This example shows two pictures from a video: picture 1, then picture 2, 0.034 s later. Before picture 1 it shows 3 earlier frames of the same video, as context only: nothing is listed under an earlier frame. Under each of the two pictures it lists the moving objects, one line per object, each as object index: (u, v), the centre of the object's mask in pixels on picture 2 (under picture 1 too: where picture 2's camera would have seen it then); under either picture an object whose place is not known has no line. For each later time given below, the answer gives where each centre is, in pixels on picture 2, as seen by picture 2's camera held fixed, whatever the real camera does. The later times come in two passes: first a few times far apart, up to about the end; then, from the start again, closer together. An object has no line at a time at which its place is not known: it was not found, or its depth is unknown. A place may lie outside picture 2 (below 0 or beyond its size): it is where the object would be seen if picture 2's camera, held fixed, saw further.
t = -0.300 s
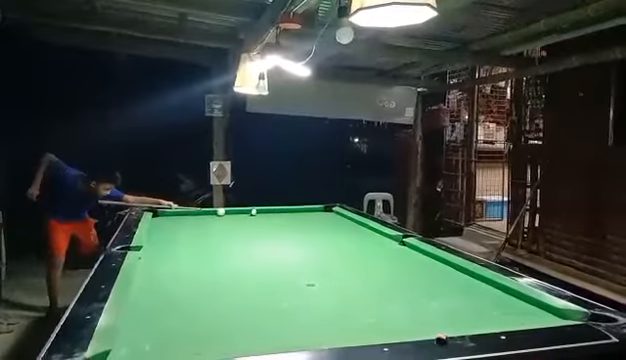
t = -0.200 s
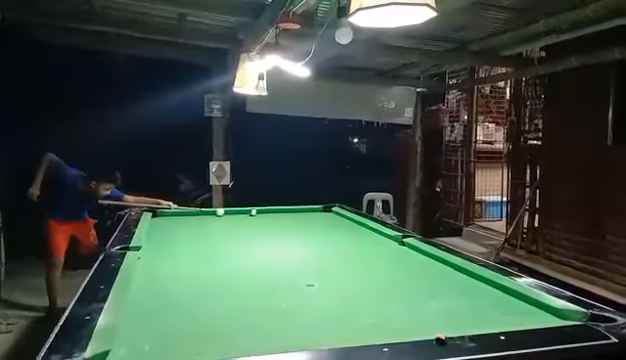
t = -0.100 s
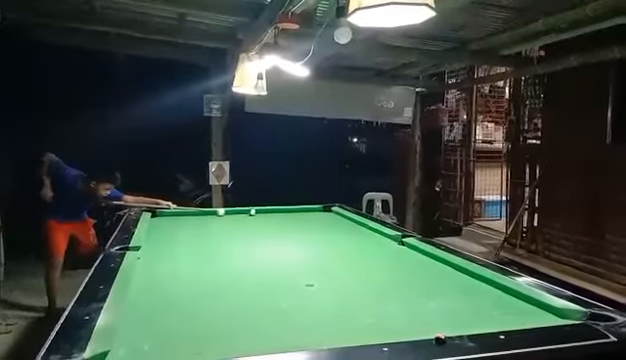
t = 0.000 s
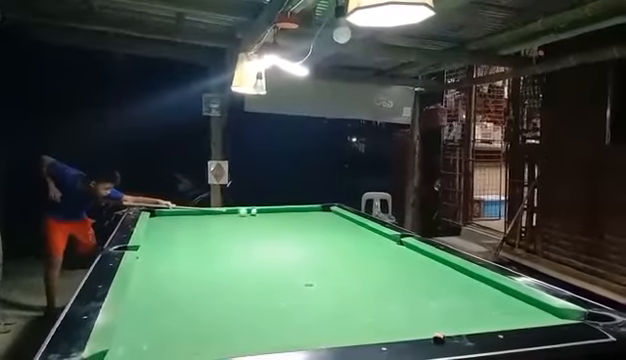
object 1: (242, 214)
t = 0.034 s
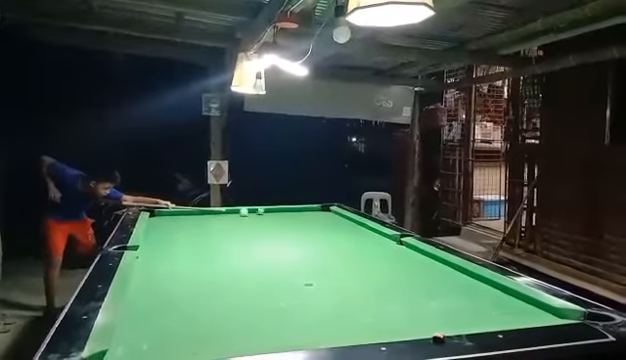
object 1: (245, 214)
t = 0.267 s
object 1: (261, 214)
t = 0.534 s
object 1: (286, 218)
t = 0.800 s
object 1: (309, 221)
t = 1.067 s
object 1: (335, 224)
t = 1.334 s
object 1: (362, 228)
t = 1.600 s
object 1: (368, 231)
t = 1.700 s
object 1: (368, 232)
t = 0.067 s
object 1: (245, 212)
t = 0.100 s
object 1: (247, 212)
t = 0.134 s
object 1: (250, 213)
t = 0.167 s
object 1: (252, 213)
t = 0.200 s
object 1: (254, 213)
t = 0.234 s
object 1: (258, 214)
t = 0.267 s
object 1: (261, 214)
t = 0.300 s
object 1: (264, 214)
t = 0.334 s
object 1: (267, 214)
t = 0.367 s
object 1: (269, 215)
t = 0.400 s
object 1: (272, 216)
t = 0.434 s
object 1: (276, 217)
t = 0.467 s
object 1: (279, 217)
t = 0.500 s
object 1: (282, 218)
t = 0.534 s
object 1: (286, 218)
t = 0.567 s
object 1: (288, 218)
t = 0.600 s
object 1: (292, 218)
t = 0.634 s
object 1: (294, 219)
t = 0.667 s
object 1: (297, 219)
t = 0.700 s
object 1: (300, 220)
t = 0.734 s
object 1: (303, 221)
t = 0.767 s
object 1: (307, 221)
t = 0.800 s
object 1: (309, 221)
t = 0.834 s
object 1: (313, 222)
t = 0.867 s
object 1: (316, 222)
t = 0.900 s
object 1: (319, 223)
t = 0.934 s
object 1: (322, 223)
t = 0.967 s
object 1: (326, 223)
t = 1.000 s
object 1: (329, 223)
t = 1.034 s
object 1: (332, 224)
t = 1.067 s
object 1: (335, 224)
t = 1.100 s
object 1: (338, 225)
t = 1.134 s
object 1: (341, 225)
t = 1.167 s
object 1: (345, 226)
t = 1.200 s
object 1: (348, 226)
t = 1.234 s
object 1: (351, 227)
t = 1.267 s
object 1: (355, 227)
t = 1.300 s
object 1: (358, 228)
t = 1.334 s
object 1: (362, 228)
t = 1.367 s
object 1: (365, 229)
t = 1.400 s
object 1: (369, 229)
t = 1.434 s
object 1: (369, 229)
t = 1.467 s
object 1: (369, 228)
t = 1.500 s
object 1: (369, 228)
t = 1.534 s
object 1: (368, 228)
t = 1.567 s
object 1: (369, 230)
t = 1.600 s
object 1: (368, 231)
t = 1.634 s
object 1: (368, 231)
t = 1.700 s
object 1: (368, 232)
